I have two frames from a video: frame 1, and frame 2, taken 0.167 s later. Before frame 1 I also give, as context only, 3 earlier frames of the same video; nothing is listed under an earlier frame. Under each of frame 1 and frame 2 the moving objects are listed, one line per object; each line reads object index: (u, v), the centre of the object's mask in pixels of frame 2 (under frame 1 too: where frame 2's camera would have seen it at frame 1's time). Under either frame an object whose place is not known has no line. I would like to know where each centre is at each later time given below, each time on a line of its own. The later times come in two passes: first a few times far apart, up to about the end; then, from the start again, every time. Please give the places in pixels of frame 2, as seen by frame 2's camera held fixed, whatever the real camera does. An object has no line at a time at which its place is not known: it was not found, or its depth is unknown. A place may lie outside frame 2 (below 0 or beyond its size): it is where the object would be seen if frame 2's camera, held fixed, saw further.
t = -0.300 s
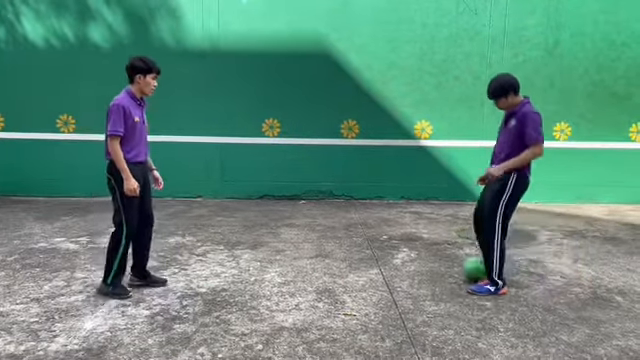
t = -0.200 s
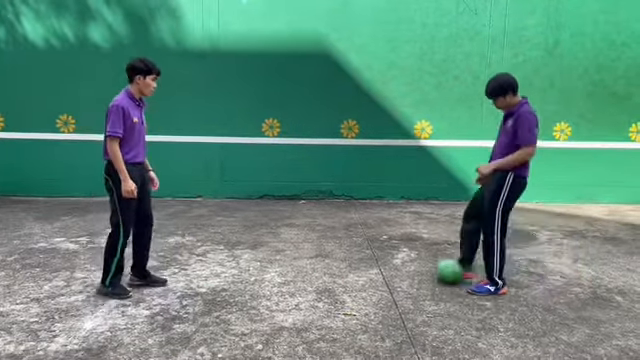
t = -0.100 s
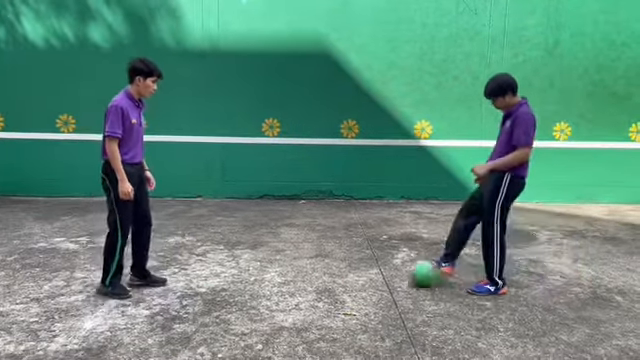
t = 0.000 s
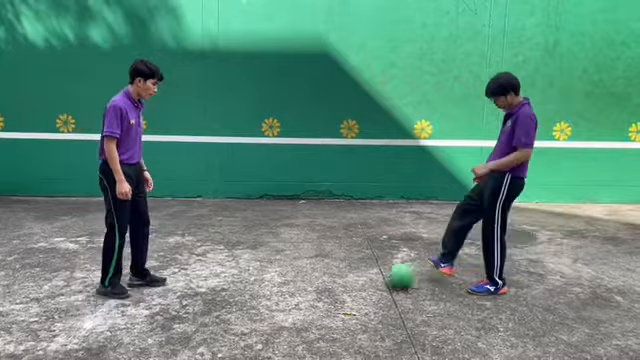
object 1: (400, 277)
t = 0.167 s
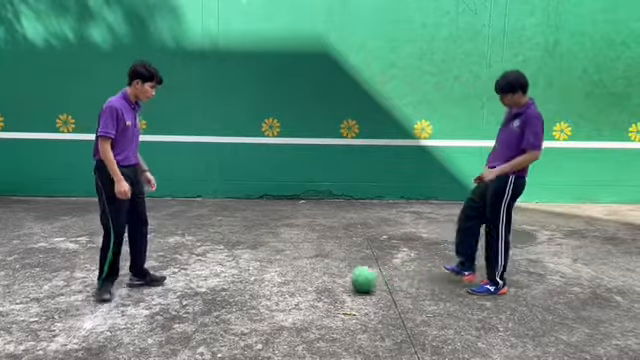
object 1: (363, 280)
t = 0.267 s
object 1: (340, 283)
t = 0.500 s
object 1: (287, 288)
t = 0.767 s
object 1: (224, 298)
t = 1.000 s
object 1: (165, 303)
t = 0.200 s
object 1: (356, 281)
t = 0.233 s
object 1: (348, 282)
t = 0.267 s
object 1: (340, 283)
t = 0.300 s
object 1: (333, 283)
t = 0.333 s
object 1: (324, 285)
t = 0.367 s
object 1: (320, 285)
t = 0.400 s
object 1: (310, 286)
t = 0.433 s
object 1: (302, 286)
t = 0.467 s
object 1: (293, 288)
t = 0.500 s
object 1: (287, 288)
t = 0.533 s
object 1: (278, 289)
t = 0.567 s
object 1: (271, 289)
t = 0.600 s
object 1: (264, 291)
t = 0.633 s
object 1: (256, 291)
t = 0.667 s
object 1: (250, 293)
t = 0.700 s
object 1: (240, 294)
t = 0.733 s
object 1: (231, 296)
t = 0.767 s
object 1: (224, 298)
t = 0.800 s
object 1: (215, 298)
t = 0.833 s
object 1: (207, 299)
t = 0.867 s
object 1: (199, 299)
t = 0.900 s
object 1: (191, 301)
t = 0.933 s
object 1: (181, 302)
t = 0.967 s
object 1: (174, 303)
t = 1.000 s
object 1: (165, 303)
